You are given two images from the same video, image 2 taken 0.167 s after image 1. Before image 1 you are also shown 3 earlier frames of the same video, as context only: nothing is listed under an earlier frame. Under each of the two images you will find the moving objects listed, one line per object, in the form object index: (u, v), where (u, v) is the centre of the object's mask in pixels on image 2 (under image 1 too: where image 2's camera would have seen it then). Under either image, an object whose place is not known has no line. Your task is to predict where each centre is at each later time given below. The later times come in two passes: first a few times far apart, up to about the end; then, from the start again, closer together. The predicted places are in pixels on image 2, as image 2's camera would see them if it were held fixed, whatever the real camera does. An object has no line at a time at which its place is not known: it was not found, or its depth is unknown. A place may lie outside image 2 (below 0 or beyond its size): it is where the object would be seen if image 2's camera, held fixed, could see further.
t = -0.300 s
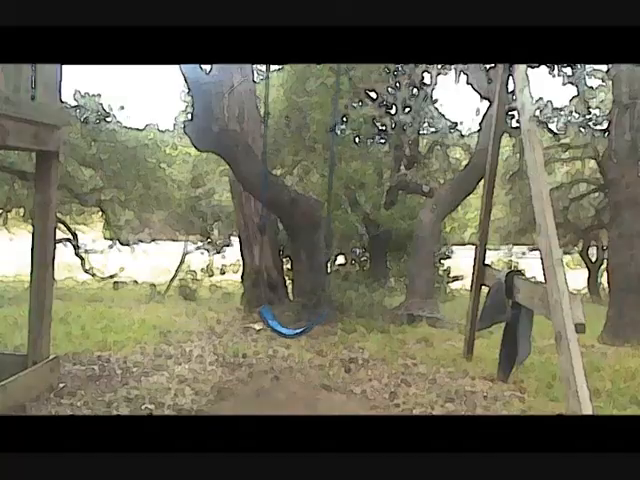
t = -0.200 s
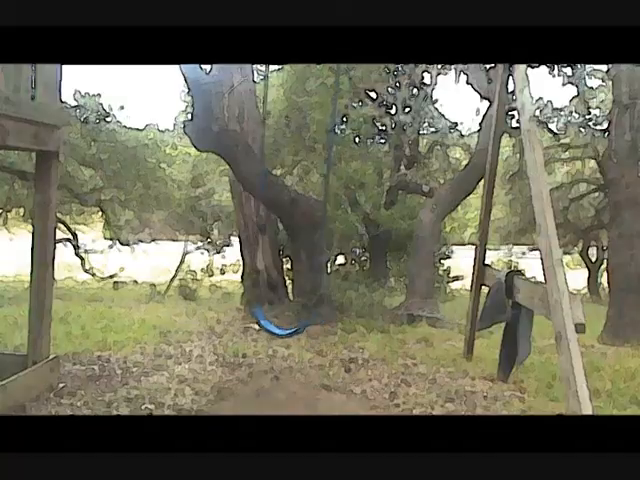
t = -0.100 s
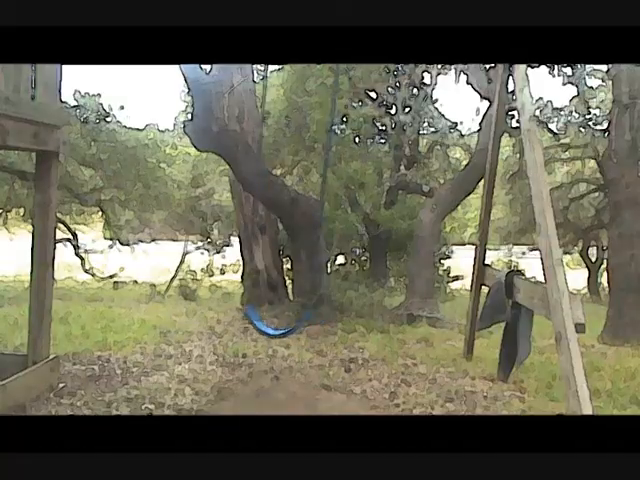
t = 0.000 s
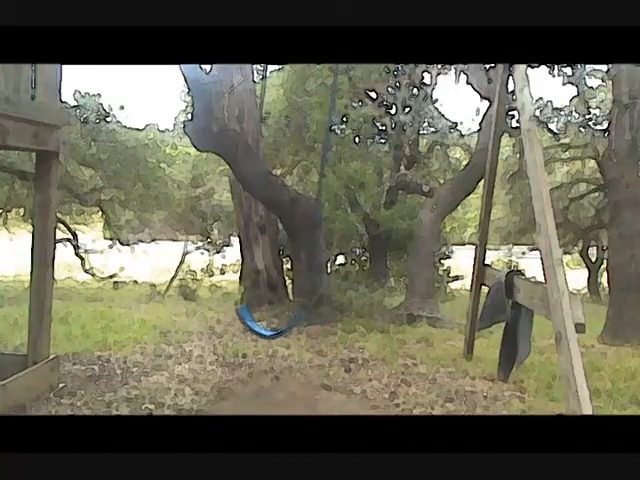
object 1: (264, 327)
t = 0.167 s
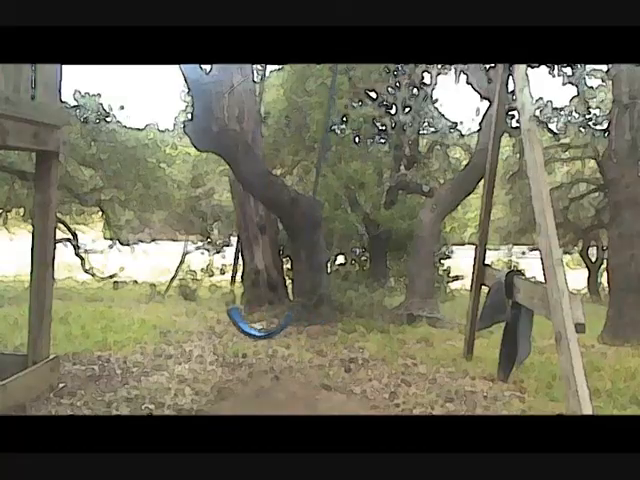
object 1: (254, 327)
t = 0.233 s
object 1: (254, 328)
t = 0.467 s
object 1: (250, 331)
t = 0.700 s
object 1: (257, 333)
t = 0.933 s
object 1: (272, 337)
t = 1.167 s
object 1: (288, 336)
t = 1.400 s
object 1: (299, 334)
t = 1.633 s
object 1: (301, 330)
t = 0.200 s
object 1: (255, 328)
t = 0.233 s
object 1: (254, 328)
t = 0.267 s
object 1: (254, 328)
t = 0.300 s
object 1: (253, 330)
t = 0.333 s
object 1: (253, 331)
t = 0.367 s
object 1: (253, 331)
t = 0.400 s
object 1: (250, 331)
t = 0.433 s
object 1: (251, 331)
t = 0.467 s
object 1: (250, 331)
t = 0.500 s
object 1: (254, 332)
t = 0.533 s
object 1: (253, 332)
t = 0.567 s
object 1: (253, 332)
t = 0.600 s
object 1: (257, 333)
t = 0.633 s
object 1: (255, 332)
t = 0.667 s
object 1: (257, 332)
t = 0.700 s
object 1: (257, 333)
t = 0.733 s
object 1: (258, 334)
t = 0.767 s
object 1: (262, 335)
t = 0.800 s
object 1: (264, 336)
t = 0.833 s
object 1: (265, 336)
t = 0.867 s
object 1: (269, 337)
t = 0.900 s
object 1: (270, 337)
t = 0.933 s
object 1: (272, 337)
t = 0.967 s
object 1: (272, 336)
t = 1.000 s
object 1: (279, 337)
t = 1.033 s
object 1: (281, 337)
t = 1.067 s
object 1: (284, 338)
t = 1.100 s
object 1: (283, 336)
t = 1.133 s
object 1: (288, 337)
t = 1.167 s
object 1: (288, 336)
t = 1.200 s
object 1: (290, 336)
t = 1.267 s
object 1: (294, 336)
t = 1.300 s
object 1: (296, 335)
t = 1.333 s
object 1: (298, 335)
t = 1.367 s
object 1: (297, 334)
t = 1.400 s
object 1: (299, 334)
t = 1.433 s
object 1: (299, 333)
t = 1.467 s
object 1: (298, 332)
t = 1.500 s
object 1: (301, 333)
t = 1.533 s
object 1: (301, 332)
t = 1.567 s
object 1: (302, 332)
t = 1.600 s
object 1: (302, 331)
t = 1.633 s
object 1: (301, 330)
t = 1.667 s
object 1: (302, 330)
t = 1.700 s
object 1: (299, 328)
